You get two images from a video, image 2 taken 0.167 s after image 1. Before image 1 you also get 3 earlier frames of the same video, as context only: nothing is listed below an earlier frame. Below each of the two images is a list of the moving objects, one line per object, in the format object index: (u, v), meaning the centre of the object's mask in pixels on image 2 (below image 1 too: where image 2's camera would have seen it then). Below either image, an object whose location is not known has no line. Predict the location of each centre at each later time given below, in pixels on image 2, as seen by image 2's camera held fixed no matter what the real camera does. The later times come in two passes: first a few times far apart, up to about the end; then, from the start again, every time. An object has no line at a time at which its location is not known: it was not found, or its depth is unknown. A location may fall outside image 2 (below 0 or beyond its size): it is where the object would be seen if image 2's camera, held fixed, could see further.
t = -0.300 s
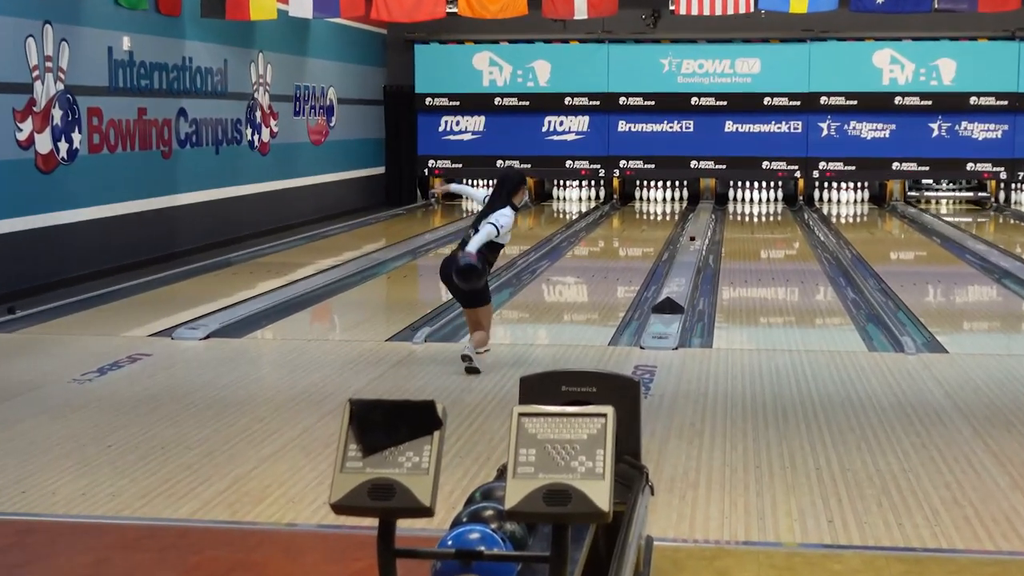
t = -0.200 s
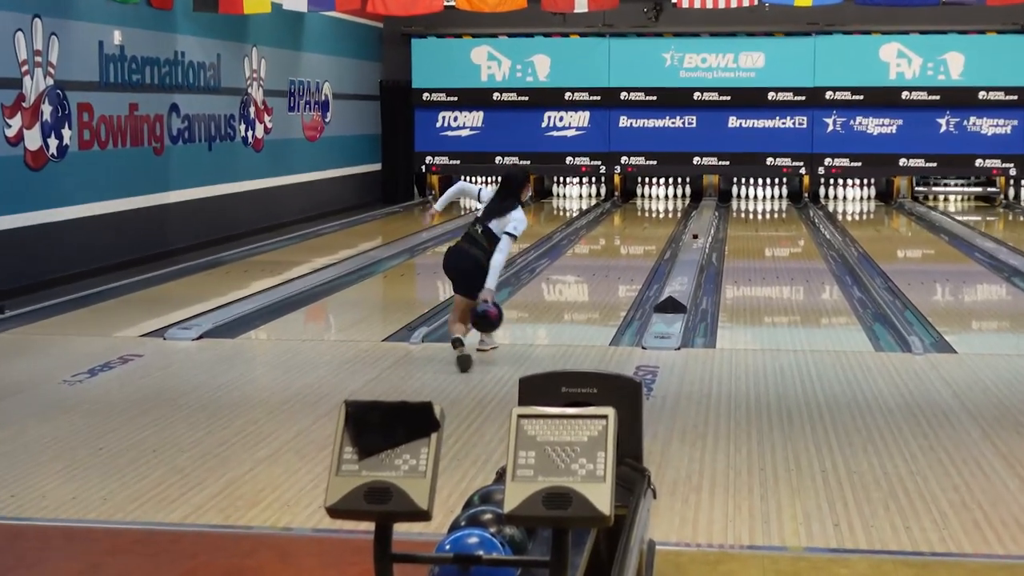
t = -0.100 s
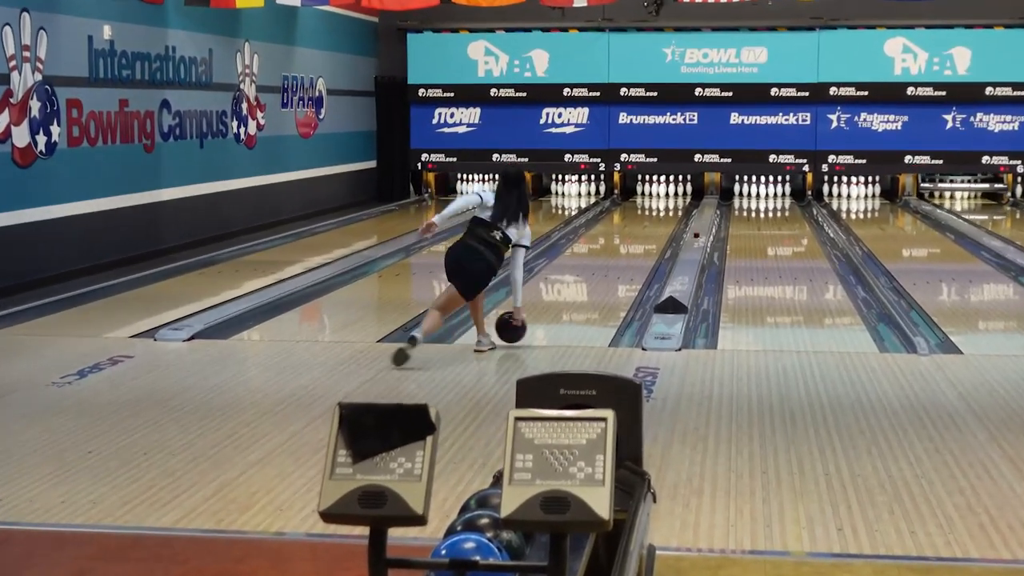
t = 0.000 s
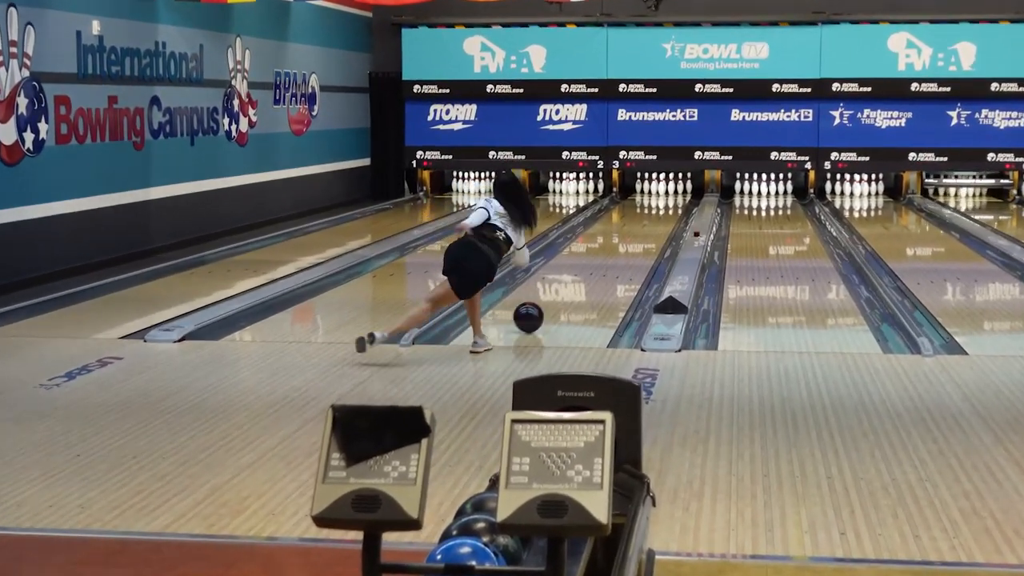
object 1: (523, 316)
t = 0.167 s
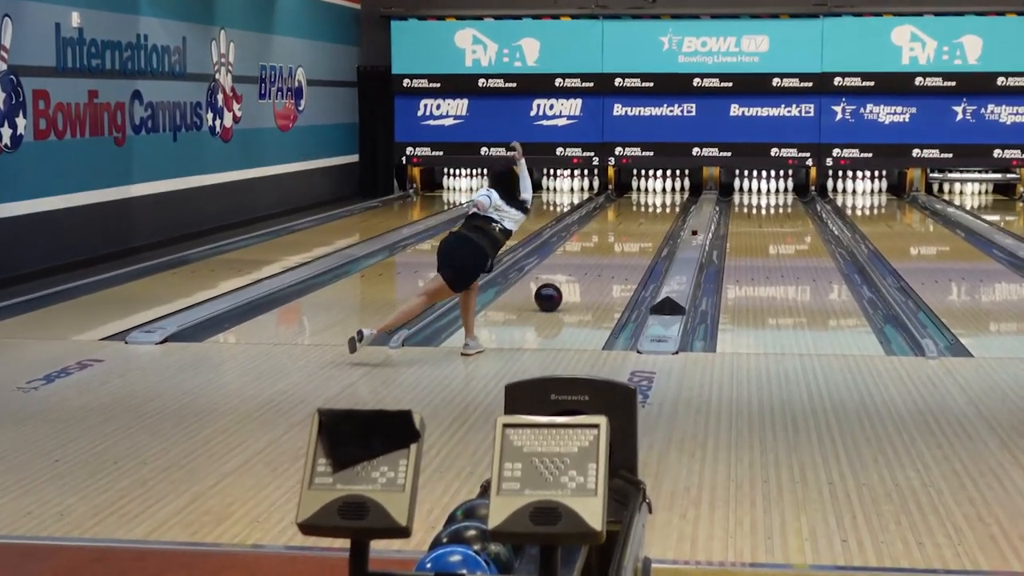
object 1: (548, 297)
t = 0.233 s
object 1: (557, 291)
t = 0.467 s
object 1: (584, 268)
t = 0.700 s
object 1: (606, 251)
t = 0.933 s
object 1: (623, 239)
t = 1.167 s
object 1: (638, 227)
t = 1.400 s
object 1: (653, 218)
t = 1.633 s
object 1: (665, 211)
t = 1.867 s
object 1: (673, 205)
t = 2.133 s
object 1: (675, 196)
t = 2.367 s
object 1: (671, 192)
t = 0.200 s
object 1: (553, 294)
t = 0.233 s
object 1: (557, 291)
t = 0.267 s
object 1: (561, 287)
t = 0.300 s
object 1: (565, 283)
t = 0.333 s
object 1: (569, 280)
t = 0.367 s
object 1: (573, 277)
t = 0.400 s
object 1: (577, 274)
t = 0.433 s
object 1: (580, 271)
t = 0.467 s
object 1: (584, 268)
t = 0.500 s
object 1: (588, 266)
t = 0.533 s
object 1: (591, 263)
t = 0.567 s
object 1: (595, 260)
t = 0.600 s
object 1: (598, 258)
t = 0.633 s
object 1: (600, 255)
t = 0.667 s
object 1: (603, 253)
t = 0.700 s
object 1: (606, 251)
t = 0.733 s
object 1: (609, 249)
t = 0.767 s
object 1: (612, 248)
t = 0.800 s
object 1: (614, 246)
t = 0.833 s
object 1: (617, 244)
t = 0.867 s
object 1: (619, 242)
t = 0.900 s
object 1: (621, 240)
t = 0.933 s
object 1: (623, 239)
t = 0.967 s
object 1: (625, 237)
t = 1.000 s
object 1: (628, 235)
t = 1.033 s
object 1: (630, 234)
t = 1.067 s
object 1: (632, 232)
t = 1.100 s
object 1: (633, 230)
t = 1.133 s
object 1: (635, 229)
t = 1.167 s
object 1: (638, 227)
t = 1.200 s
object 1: (640, 225)
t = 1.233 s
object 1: (642, 224)
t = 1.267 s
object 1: (644, 223)
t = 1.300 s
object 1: (646, 221)
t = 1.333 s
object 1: (648, 220)
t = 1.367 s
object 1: (650, 219)
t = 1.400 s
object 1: (653, 218)
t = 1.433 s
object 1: (655, 217)
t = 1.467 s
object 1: (656, 216)
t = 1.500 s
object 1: (658, 214)
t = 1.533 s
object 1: (660, 214)
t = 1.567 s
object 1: (661, 213)
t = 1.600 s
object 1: (663, 212)
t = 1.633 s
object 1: (665, 211)
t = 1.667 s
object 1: (666, 210)
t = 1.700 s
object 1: (668, 209)
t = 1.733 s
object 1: (668, 210)
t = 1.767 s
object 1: (668, 209)
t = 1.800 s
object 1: (670, 207)
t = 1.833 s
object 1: (671, 206)
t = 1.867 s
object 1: (673, 205)
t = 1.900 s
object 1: (674, 203)
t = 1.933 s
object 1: (675, 201)
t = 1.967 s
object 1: (675, 200)
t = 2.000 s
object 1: (676, 199)
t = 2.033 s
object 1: (677, 198)
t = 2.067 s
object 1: (676, 198)
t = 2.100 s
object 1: (676, 196)
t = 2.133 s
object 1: (675, 196)
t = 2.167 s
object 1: (675, 196)
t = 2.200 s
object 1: (675, 195)
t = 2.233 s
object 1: (674, 194)
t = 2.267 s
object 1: (674, 194)
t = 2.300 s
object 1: (673, 193)
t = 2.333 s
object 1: (671, 193)
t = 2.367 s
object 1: (671, 192)
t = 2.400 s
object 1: (670, 191)
